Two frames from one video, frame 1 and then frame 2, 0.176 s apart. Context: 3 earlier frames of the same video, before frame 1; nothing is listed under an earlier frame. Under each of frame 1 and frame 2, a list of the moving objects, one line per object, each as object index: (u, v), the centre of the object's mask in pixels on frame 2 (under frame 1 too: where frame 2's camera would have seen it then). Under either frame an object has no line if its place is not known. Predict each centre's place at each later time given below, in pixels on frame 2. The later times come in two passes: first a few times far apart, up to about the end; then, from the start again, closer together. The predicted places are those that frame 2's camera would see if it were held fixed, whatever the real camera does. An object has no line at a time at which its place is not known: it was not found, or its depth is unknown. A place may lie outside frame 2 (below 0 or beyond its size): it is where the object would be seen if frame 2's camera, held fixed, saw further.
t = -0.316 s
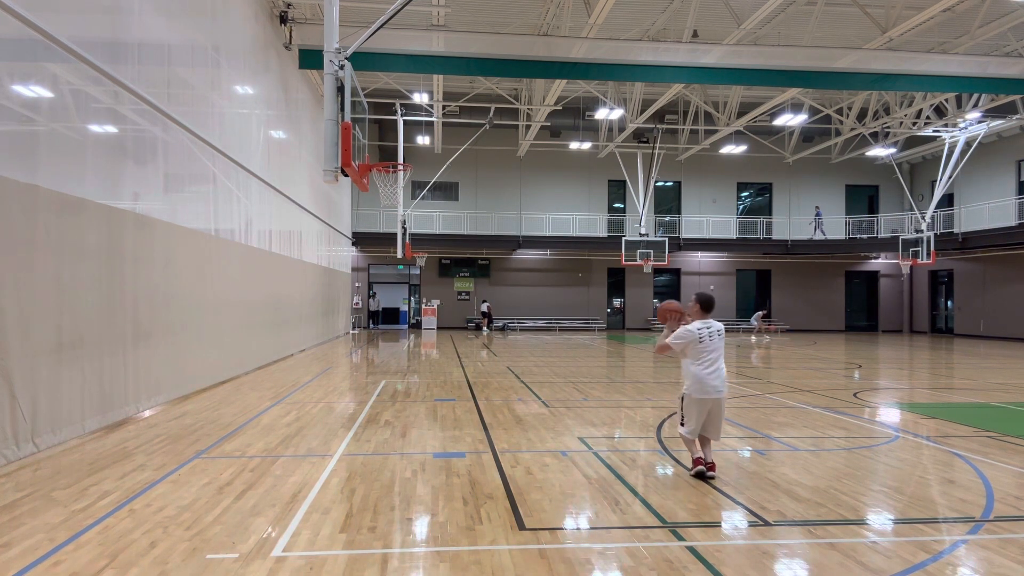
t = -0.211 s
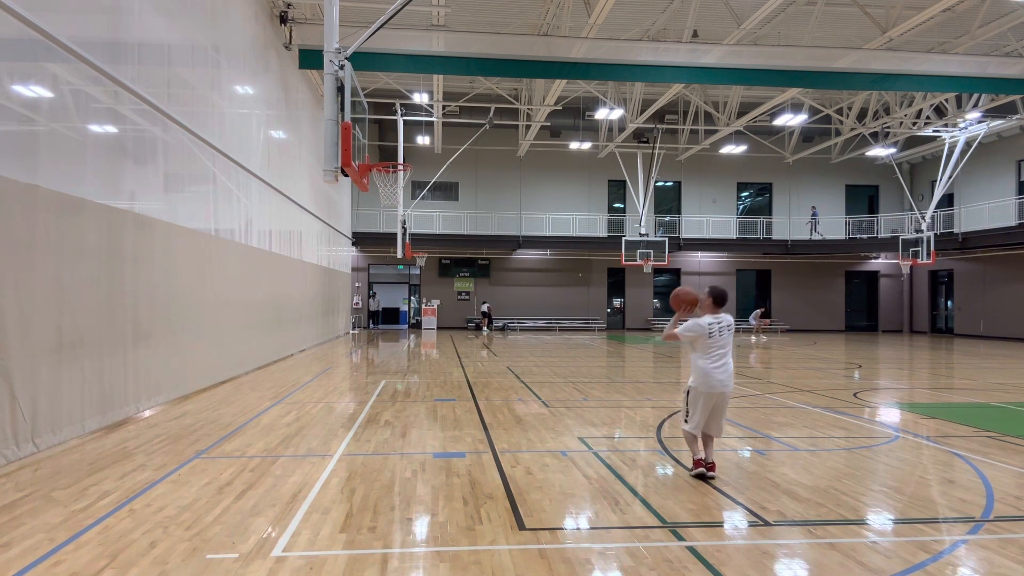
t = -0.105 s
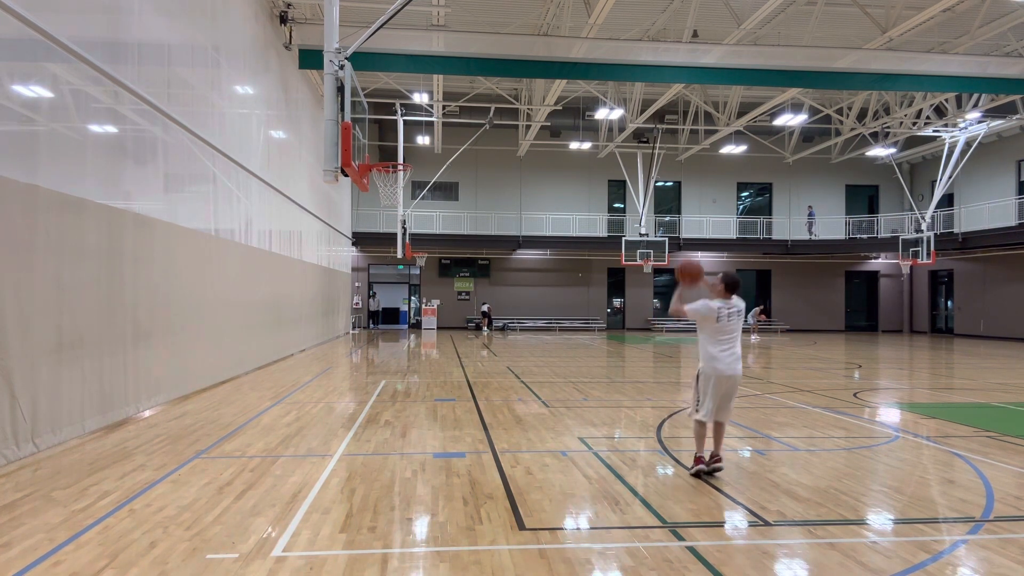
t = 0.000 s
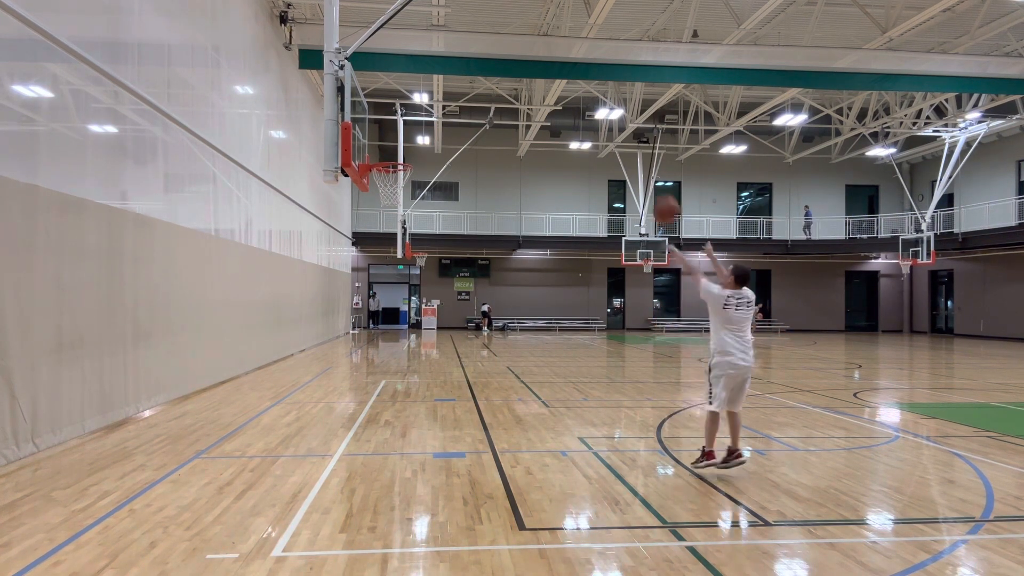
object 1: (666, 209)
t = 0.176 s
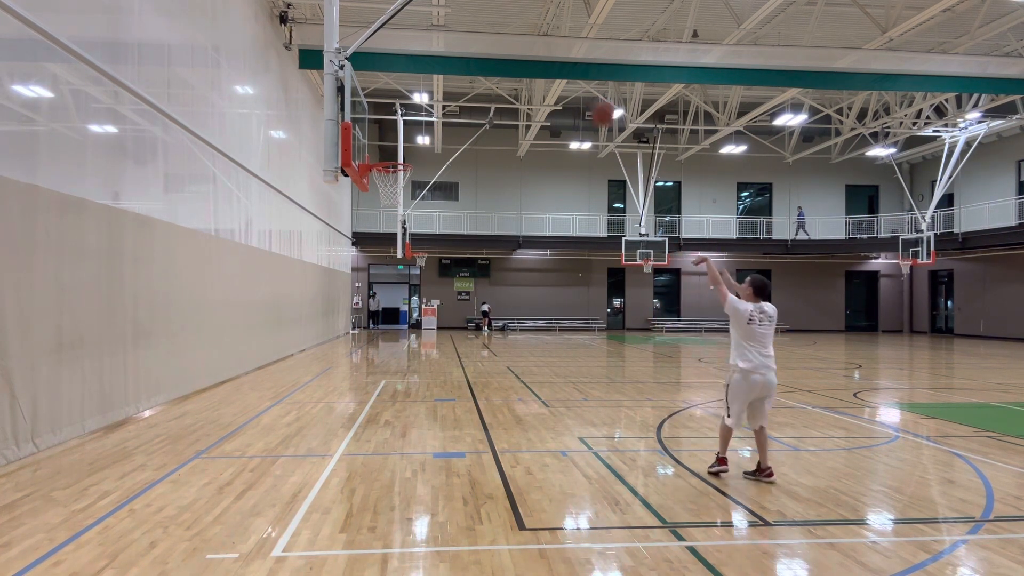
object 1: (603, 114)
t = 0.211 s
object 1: (594, 100)
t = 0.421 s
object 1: (539, 62)
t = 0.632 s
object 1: (490, 59)
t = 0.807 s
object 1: (445, 92)
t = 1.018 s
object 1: (404, 155)
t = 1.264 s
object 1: (427, 142)
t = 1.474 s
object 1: (454, 176)
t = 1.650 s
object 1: (477, 242)
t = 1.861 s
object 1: (508, 376)
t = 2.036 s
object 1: (534, 443)
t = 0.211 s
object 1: (594, 100)
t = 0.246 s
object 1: (585, 92)
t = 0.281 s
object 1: (575, 82)
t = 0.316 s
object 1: (566, 75)
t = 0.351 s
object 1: (557, 69)
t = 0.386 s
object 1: (548, 65)
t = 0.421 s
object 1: (539, 62)
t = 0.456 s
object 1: (530, 59)
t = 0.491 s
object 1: (522, 57)
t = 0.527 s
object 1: (514, 56)
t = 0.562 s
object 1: (505, 56)
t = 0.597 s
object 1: (497, 57)
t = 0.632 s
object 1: (490, 59)
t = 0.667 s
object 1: (482, 63)
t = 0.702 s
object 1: (474, 66)
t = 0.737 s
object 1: (467, 71)
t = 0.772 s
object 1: (460, 76)
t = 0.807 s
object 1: (445, 92)
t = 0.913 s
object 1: (425, 121)
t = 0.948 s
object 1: (417, 131)
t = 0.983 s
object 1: (410, 144)
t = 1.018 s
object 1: (404, 155)
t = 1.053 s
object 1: (406, 154)
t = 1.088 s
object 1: (409, 149)
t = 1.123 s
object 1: (413, 147)
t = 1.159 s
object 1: (415, 144)
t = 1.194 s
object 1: (420, 142)
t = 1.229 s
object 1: (423, 142)
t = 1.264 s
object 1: (427, 142)
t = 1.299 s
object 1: (431, 144)
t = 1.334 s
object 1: (435, 146)
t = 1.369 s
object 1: (439, 150)
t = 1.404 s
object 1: (442, 154)
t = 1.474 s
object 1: (454, 176)
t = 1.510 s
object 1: (459, 186)
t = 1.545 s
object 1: (463, 198)
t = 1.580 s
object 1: (468, 211)
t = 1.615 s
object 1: (472, 226)
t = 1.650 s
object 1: (477, 242)
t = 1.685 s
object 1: (482, 259)
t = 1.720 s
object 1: (488, 277)
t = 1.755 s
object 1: (492, 298)
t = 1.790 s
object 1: (498, 323)
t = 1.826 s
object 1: (503, 348)
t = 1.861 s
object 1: (508, 376)
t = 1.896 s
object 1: (514, 406)
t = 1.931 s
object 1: (520, 437)
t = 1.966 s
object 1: (526, 475)
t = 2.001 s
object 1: (530, 466)
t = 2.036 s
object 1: (534, 443)
